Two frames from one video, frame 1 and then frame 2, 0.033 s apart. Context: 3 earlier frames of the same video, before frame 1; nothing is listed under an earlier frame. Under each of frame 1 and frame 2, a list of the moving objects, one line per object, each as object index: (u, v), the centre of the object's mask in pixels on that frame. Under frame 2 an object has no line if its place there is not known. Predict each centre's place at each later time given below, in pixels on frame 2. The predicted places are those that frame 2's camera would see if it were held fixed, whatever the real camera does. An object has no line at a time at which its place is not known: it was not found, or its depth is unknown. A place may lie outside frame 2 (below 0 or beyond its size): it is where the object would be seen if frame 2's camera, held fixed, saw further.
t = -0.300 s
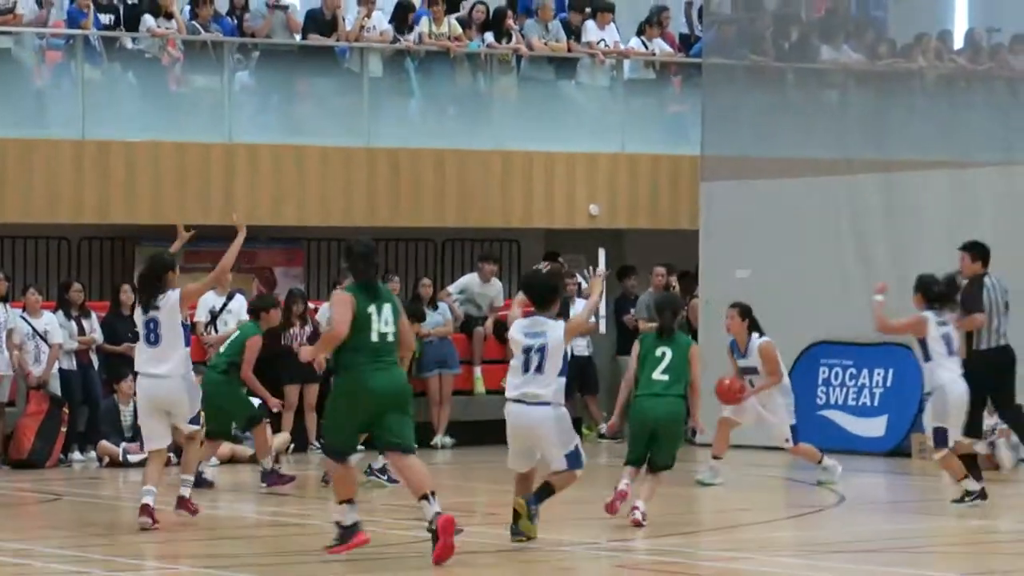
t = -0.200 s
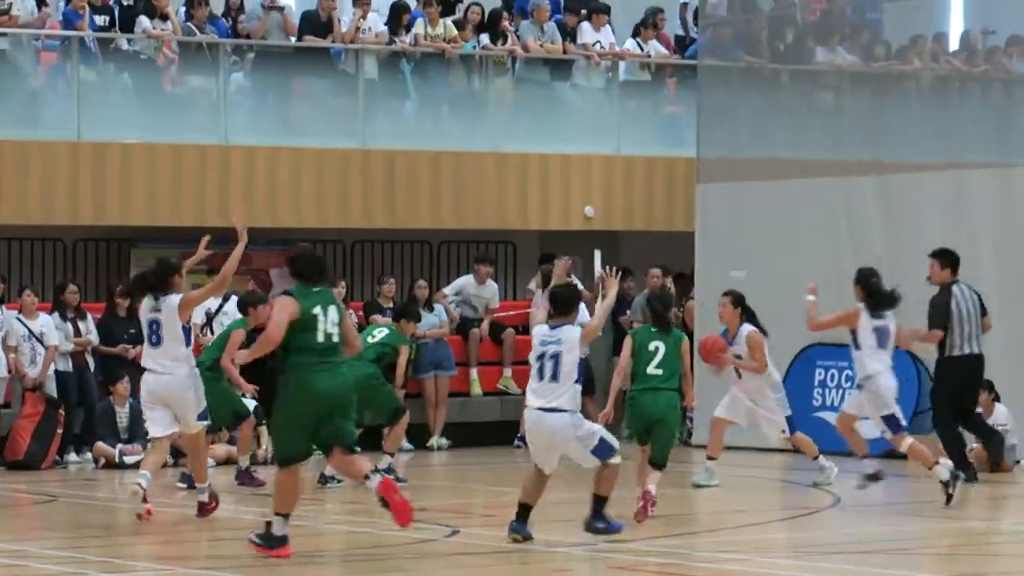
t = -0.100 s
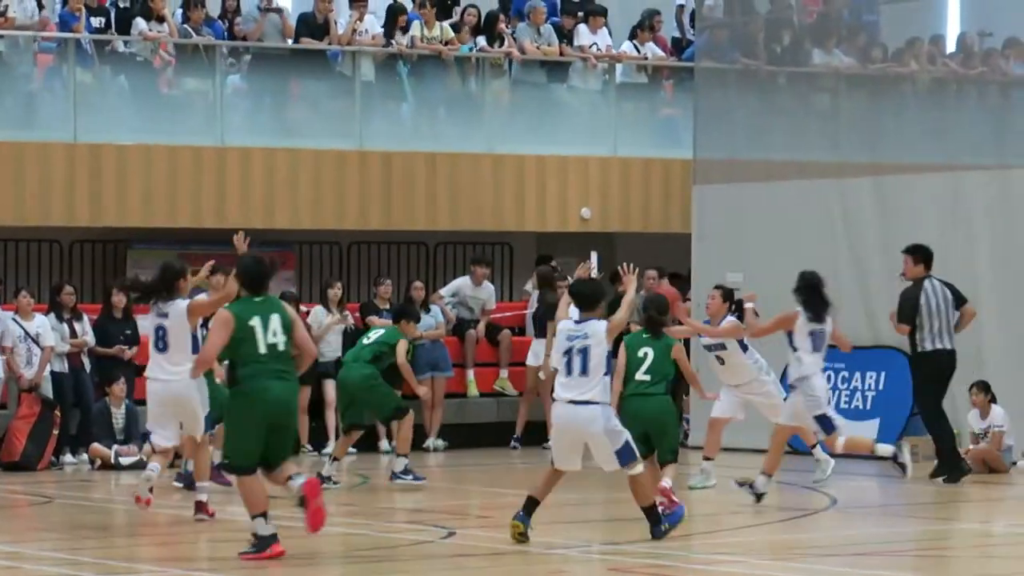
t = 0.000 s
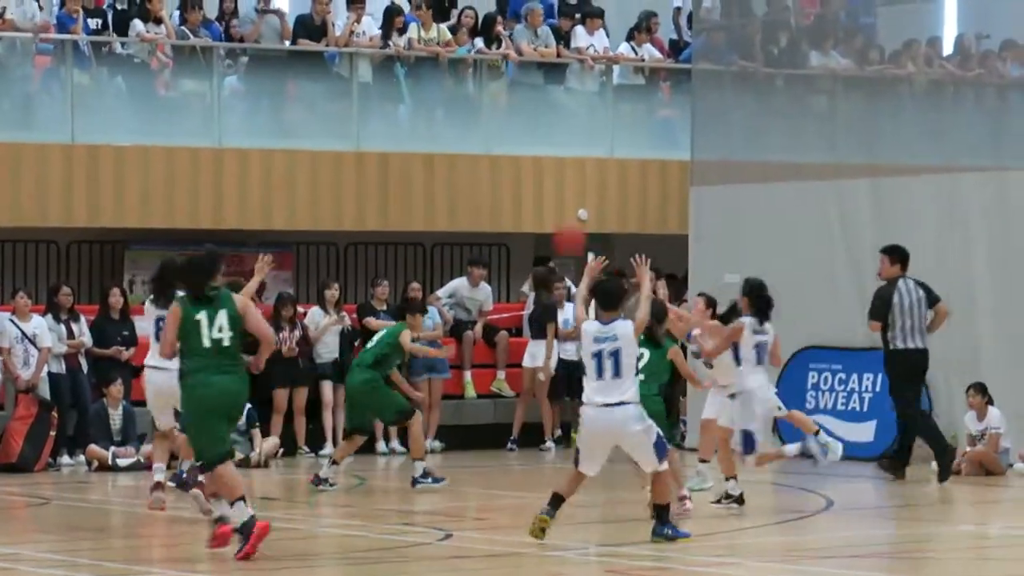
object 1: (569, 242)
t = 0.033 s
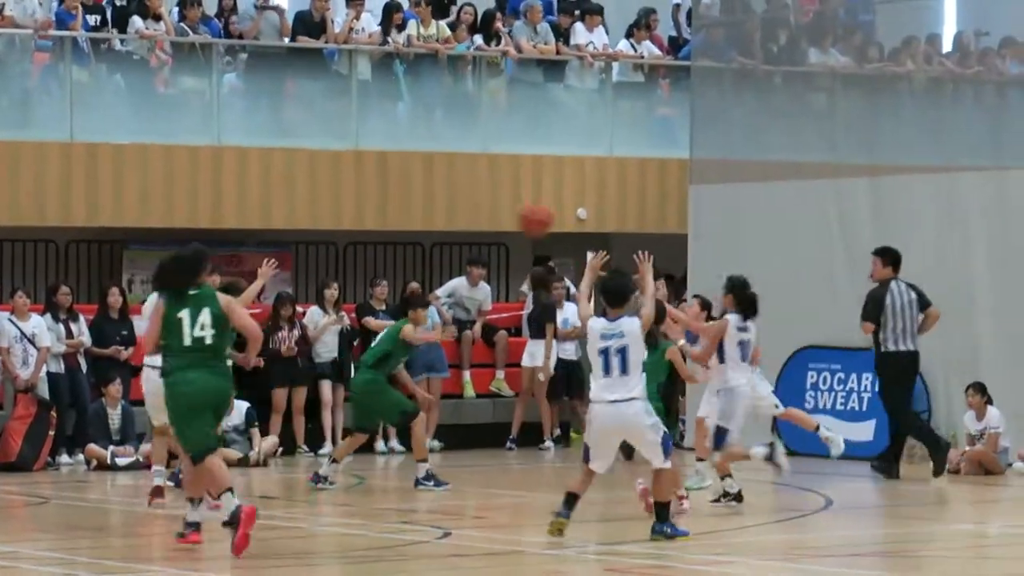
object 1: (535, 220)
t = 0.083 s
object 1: (487, 196)
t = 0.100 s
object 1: (471, 188)
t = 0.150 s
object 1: (421, 167)
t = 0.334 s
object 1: (233, 116)
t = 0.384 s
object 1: (179, 109)
